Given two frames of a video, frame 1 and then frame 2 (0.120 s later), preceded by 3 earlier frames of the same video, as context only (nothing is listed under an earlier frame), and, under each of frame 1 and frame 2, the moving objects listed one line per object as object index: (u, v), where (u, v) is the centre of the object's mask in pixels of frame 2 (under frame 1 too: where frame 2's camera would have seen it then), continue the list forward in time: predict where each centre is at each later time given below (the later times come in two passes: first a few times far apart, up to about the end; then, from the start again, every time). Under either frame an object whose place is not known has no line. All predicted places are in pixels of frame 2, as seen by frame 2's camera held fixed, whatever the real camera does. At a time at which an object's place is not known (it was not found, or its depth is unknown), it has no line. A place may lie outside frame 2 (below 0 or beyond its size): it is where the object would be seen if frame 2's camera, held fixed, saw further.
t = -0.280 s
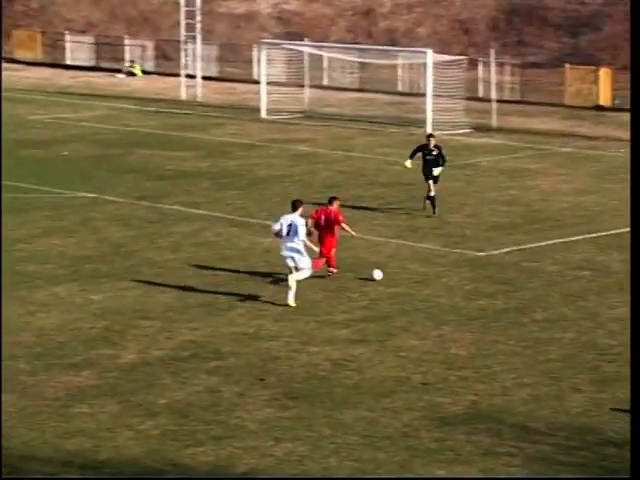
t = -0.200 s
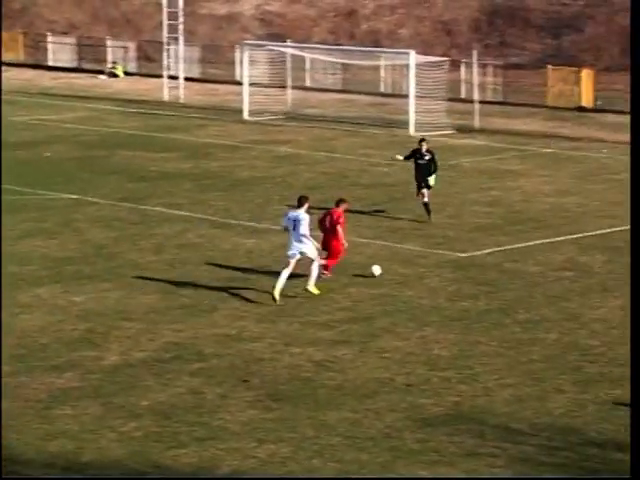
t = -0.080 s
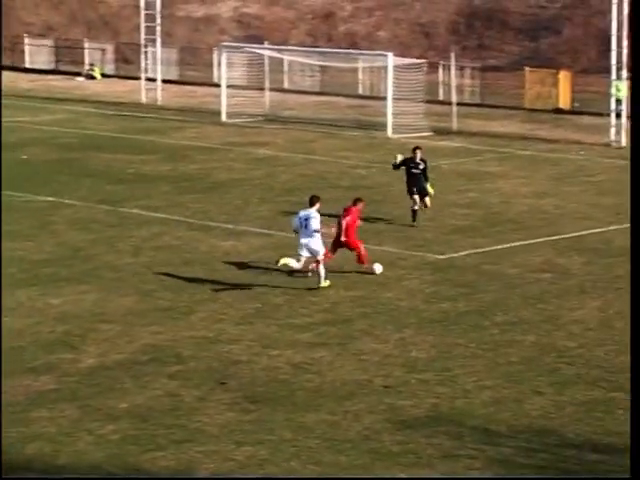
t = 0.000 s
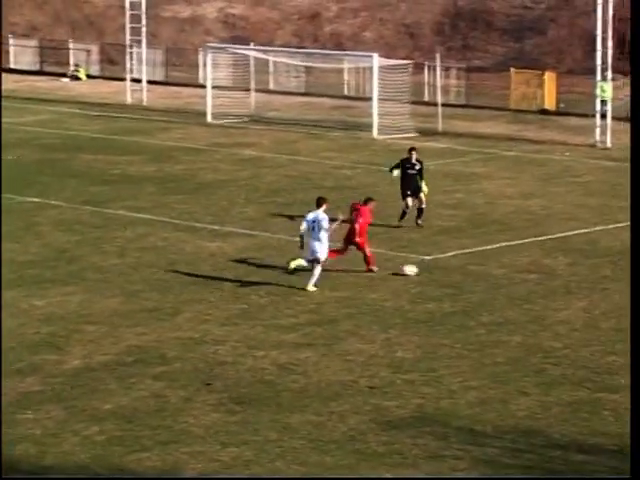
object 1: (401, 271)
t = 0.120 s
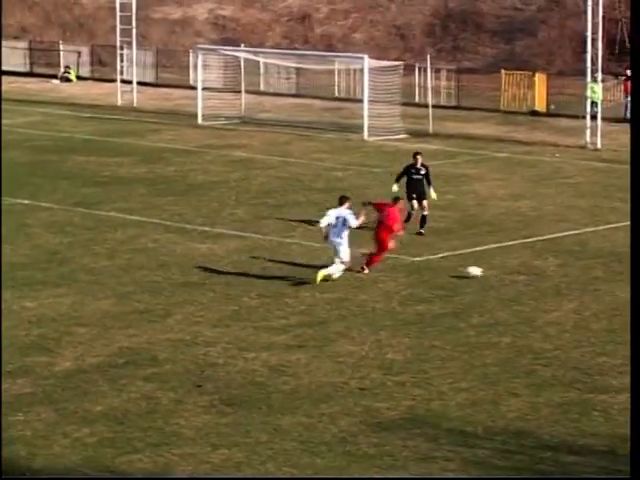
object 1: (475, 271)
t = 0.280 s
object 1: (565, 274)
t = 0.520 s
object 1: (681, 274)
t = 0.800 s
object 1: (800, 276)
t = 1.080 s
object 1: (919, 280)
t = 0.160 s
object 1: (497, 273)
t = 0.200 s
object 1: (522, 274)
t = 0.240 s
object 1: (544, 273)
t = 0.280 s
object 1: (565, 274)
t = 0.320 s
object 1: (586, 275)
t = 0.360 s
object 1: (606, 275)
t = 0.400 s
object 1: (625, 275)
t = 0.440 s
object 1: (644, 275)
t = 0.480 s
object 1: (662, 275)
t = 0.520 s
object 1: (681, 274)
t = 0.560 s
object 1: (698, 273)
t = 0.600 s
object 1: (715, 273)
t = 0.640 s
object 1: (732, 274)
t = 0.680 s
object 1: (749, 276)
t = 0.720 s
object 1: (766, 276)
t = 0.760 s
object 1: (783, 276)
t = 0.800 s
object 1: (800, 276)
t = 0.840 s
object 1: (817, 277)
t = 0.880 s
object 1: (834, 279)
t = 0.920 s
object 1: (851, 278)
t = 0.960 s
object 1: (868, 277)
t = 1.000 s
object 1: (885, 278)
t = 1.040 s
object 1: (902, 279)
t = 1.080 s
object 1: (919, 280)
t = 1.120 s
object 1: (936, 280)
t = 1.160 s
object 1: (954, 281)
